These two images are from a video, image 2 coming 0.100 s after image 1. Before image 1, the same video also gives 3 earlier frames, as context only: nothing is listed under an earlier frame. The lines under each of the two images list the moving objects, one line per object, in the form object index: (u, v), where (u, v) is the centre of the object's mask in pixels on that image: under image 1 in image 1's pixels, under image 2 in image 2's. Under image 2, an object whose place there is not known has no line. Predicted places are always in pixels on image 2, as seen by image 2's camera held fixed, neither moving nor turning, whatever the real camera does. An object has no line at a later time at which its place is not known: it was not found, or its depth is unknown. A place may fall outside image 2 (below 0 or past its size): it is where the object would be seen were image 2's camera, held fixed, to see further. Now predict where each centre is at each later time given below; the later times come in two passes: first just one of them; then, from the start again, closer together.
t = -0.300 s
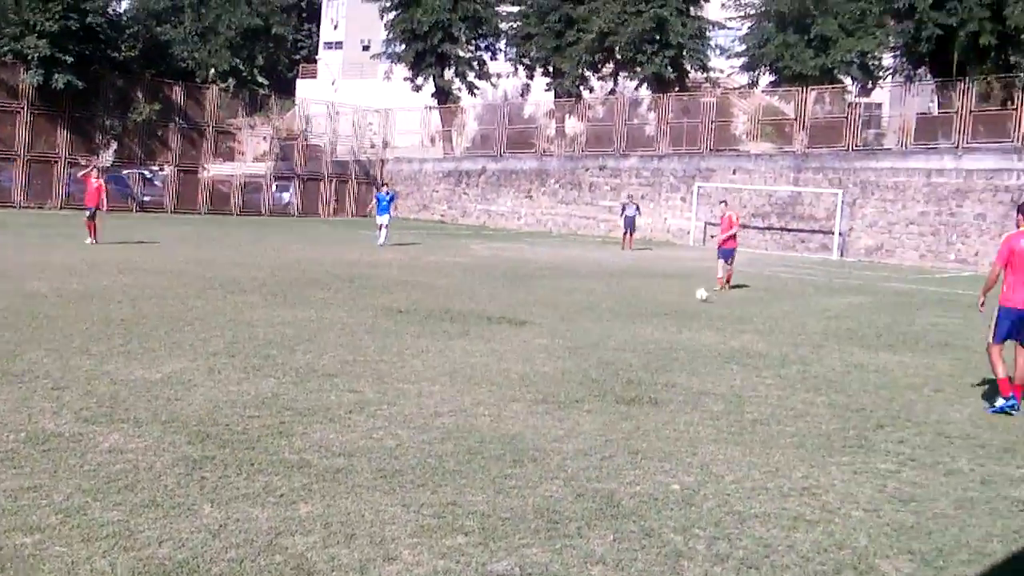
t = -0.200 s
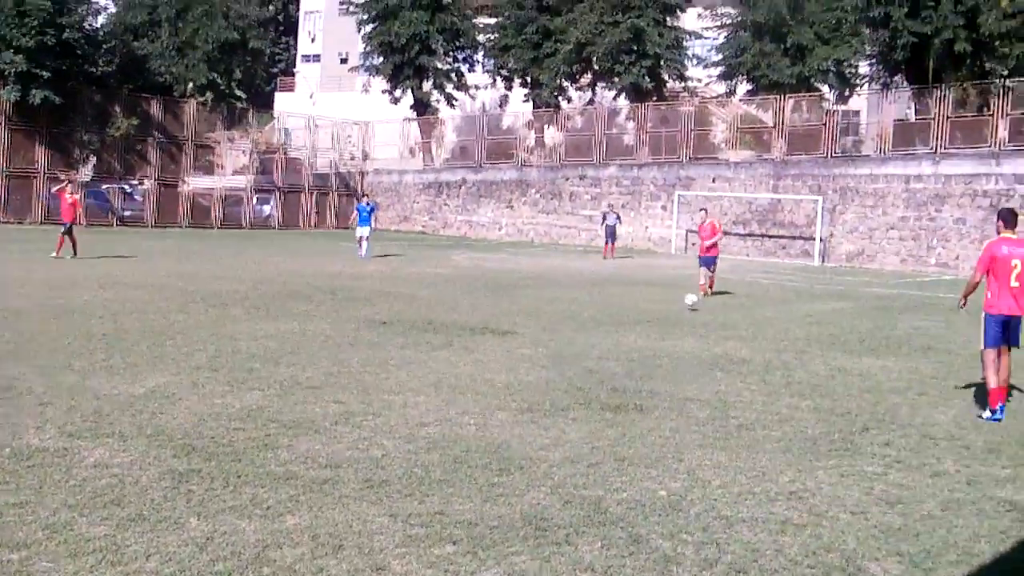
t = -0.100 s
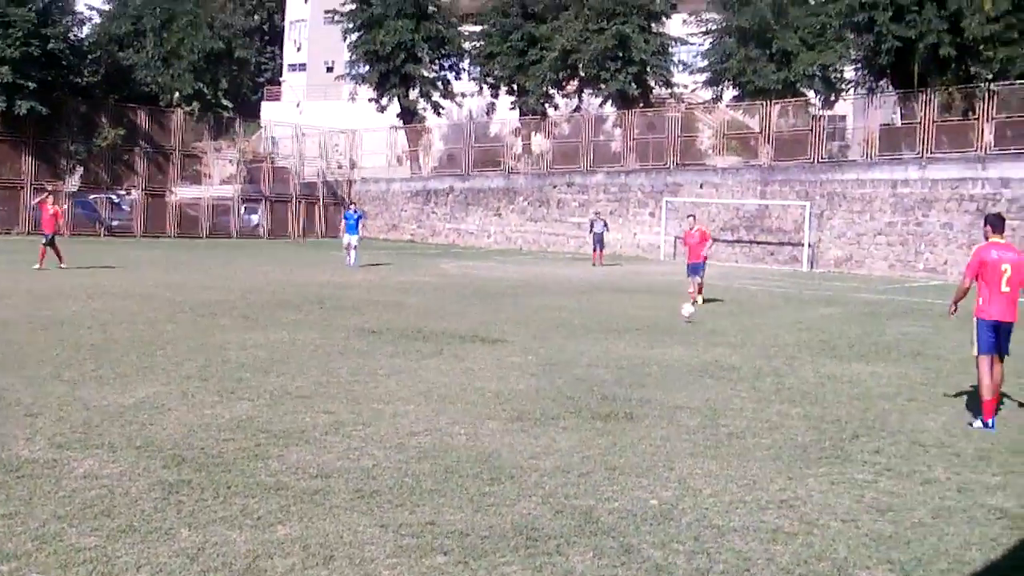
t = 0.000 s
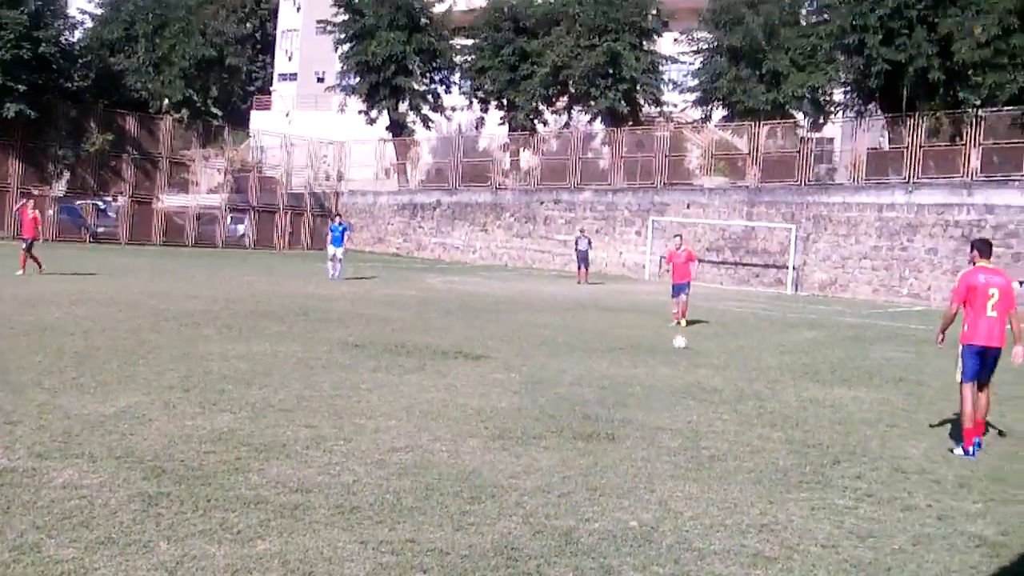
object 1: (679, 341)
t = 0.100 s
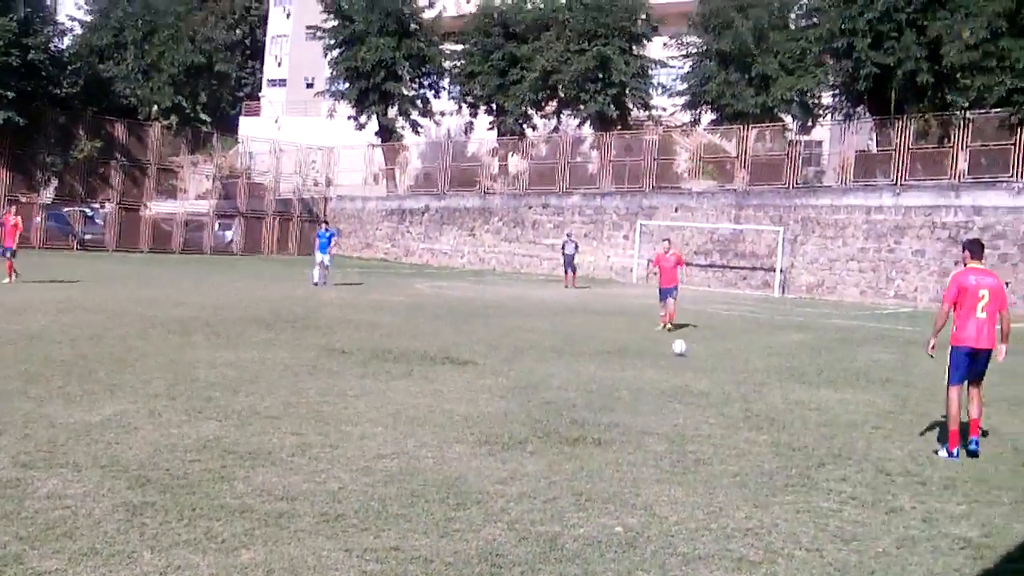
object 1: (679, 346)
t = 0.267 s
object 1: (704, 358)
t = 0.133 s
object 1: (685, 349)
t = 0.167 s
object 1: (691, 349)
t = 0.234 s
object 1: (696, 354)
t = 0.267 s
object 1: (704, 358)
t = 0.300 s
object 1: (710, 358)
